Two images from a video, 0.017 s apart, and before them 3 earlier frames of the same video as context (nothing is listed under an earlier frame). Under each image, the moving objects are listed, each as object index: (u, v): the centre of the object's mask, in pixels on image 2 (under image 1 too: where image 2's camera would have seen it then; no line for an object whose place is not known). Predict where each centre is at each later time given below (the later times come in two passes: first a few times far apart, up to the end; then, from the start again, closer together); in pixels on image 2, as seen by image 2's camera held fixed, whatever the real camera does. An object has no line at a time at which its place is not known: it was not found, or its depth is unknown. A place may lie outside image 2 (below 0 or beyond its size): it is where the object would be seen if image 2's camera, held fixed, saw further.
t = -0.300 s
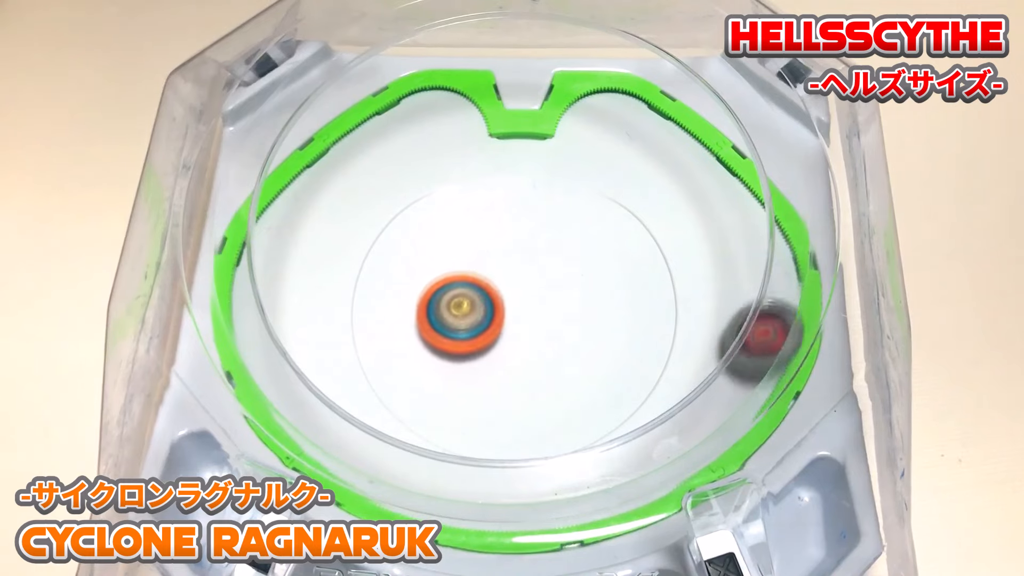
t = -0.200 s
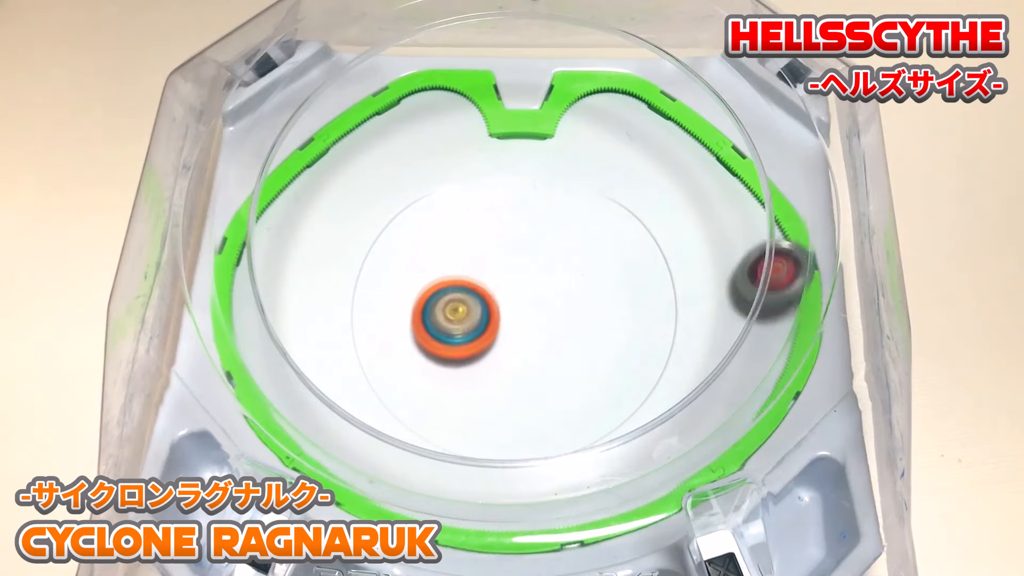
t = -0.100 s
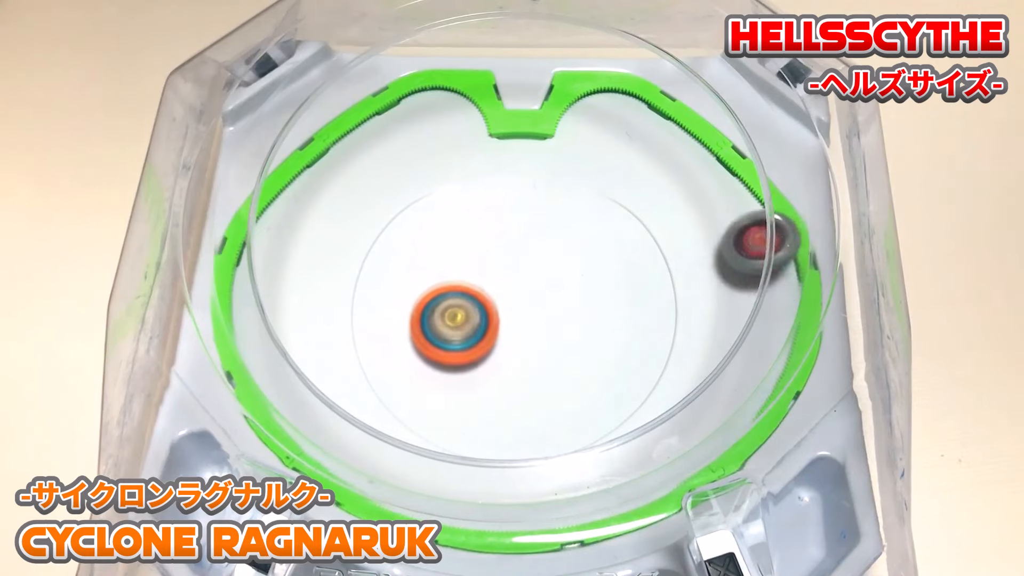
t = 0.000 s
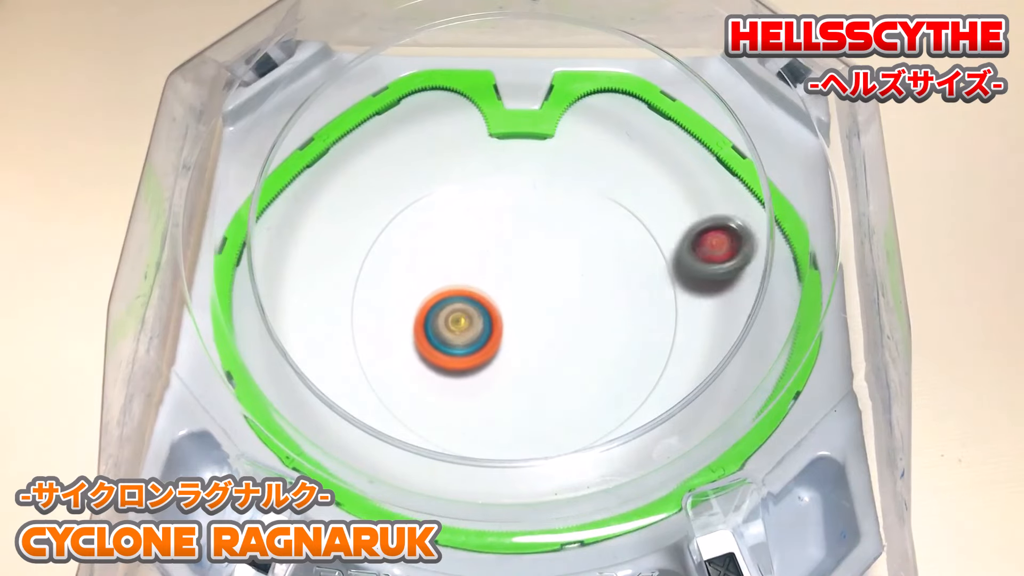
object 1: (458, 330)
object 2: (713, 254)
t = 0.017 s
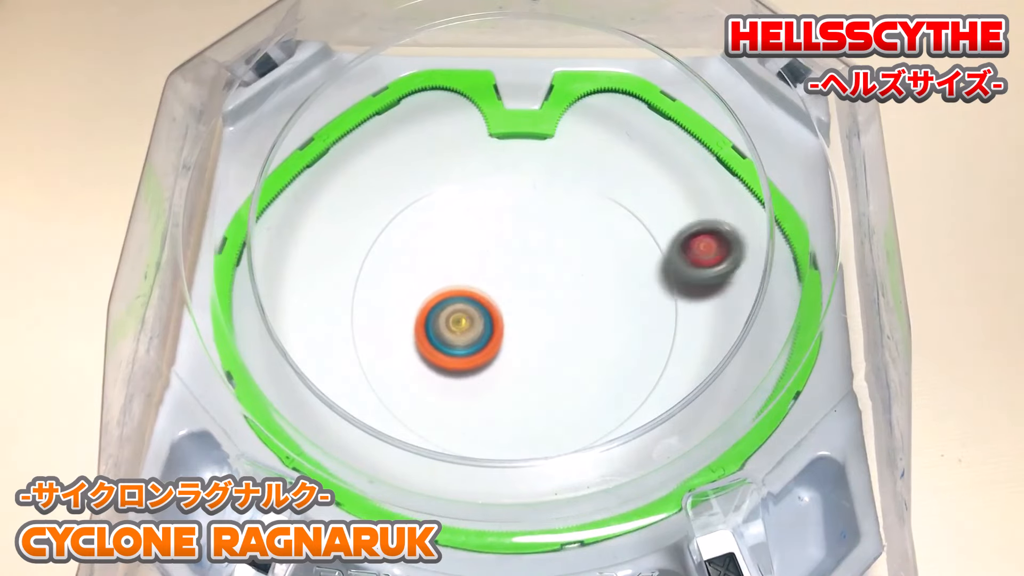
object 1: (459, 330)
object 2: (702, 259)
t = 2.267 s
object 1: (577, 281)
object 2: (427, 342)
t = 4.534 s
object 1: (487, 343)
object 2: (513, 264)
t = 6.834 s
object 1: (531, 334)
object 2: (417, 292)
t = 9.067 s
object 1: (519, 260)
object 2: (462, 331)
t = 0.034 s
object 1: (460, 330)
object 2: (690, 264)
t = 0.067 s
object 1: (462, 331)
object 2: (663, 276)
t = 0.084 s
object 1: (463, 331)
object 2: (649, 283)
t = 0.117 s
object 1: (466, 331)
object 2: (617, 292)
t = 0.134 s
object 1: (467, 331)
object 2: (600, 296)
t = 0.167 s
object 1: (470, 330)
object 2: (566, 301)
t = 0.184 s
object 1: (471, 329)
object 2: (551, 305)
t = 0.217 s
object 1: (439, 323)
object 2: (585, 304)
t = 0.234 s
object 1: (421, 320)
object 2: (614, 297)
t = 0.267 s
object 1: (389, 313)
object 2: (662, 301)
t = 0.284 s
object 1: (376, 309)
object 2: (689, 315)
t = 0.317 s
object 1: (356, 302)
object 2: (740, 328)
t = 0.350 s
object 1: (351, 298)
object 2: (787, 333)
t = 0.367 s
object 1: (351, 298)
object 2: (801, 327)
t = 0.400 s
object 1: (357, 297)
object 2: (811, 324)
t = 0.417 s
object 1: (362, 298)
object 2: (814, 321)
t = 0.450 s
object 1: (373, 299)
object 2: (822, 317)
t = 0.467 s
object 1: (378, 300)
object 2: (826, 313)
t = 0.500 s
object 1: (389, 303)
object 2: (829, 309)
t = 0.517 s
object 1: (395, 304)
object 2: (828, 303)
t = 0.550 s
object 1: (405, 306)
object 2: (817, 300)
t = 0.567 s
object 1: (410, 307)
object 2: (812, 300)
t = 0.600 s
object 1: (420, 307)
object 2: (807, 297)
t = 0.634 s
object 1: (429, 307)
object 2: (804, 297)
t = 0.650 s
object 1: (434, 306)
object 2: (802, 297)
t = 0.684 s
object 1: (444, 304)
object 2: (798, 299)
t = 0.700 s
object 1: (448, 303)
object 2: (796, 298)
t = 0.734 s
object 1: (457, 301)
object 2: (788, 296)
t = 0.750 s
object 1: (461, 300)
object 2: (783, 297)
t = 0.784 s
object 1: (468, 297)
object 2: (775, 299)
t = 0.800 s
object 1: (472, 295)
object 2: (769, 301)
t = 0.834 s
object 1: (479, 291)
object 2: (758, 306)
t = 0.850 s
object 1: (483, 290)
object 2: (753, 310)
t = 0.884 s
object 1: (488, 286)
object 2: (737, 319)
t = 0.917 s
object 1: (492, 282)
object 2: (719, 327)
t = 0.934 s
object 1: (494, 280)
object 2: (710, 331)
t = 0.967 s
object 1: (495, 277)
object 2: (692, 342)
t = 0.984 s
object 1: (495, 275)
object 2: (683, 347)
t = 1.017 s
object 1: (496, 270)
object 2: (664, 356)
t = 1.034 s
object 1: (495, 268)
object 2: (654, 360)
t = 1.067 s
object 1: (494, 264)
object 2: (634, 366)
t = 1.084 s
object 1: (493, 262)
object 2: (625, 367)
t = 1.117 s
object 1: (492, 258)
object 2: (606, 366)
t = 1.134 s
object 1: (491, 256)
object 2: (597, 364)
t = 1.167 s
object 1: (490, 255)
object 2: (578, 361)
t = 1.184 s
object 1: (490, 255)
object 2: (568, 360)
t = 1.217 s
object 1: (490, 255)
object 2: (549, 360)
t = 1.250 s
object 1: (490, 256)
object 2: (529, 362)
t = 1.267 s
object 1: (491, 257)
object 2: (520, 364)
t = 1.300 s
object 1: (492, 258)
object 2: (502, 368)
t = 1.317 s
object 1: (493, 259)
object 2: (493, 371)
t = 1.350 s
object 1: (494, 260)
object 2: (478, 378)
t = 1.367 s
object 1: (495, 262)
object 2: (471, 383)
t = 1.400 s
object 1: (496, 263)
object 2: (460, 392)
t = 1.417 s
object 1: (497, 264)
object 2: (455, 397)
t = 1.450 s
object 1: (498, 267)
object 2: (449, 408)
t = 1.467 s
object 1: (499, 268)
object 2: (447, 413)
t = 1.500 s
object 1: (502, 269)
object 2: (445, 419)
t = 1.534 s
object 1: (503, 272)
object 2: (447, 421)
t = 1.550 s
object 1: (504, 273)
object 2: (449, 421)
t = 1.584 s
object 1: (507, 274)
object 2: (454, 420)
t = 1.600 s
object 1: (508, 275)
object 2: (456, 419)
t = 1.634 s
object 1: (510, 277)
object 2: (461, 415)
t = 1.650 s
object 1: (511, 278)
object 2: (464, 412)
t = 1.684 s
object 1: (514, 280)
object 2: (472, 402)
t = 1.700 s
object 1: (515, 280)
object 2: (475, 396)
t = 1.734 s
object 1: (517, 282)
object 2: (481, 381)
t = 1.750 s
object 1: (518, 282)
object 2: (483, 373)
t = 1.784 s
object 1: (520, 283)
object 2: (484, 355)
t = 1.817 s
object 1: (526, 281)
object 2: (473, 342)
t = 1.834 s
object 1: (531, 276)
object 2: (461, 339)
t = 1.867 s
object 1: (541, 270)
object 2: (436, 339)
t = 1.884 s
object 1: (545, 268)
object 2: (425, 341)
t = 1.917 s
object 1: (550, 266)
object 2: (405, 342)
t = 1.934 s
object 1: (553, 266)
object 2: (397, 343)
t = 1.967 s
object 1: (556, 266)
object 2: (384, 347)
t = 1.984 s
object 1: (557, 267)
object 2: (378, 350)
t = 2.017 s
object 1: (560, 269)
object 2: (369, 355)
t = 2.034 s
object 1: (562, 269)
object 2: (369, 356)
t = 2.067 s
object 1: (564, 271)
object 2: (377, 360)
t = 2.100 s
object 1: (566, 273)
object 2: (388, 361)
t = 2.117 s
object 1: (567, 274)
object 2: (394, 361)
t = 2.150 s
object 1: (570, 276)
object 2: (404, 360)
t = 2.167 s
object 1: (570, 277)
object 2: (408, 359)
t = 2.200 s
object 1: (572, 278)
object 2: (416, 355)
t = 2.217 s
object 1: (573, 279)
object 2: (419, 353)
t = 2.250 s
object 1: (576, 281)
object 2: (425, 346)
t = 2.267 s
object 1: (577, 281)
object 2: (427, 342)
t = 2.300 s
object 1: (579, 283)
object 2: (429, 332)
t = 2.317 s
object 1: (580, 284)
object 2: (430, 326)
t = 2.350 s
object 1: (582, 286)
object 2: (430, 314)
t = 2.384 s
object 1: (585, 287)
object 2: (429, 301)
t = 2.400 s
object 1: (585, 289)
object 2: (428, 295)
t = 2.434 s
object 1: (587, 290)
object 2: (424, 283)
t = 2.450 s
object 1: (588, 291)
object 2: (422, 278)
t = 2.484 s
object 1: (589, 293)
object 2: (419, 270)
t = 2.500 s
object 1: (590, 293)
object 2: (417, 266)
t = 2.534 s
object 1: (590, 295)
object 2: (415, 261)
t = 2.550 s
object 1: (590, 296)
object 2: (414, 259)
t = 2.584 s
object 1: (591, 299)
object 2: (415, 256)
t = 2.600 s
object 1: (590, 300)
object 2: (415, 255)
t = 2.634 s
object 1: (590, 302)
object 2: (418, 254)
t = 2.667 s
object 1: (588, 304)
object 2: (422, 253)
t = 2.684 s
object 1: (587, 306)
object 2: (425, 253)
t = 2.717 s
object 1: (586, 309)
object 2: (432, 253)
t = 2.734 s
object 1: (585, 310)
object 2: (436, 253)
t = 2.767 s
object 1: (584, 313)
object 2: (445, 253)
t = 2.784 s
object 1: (583, 315)
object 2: (450, 253)
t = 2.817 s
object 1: (581, 317)
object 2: (462, 251)
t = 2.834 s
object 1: (580, 319)
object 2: (468, 250)
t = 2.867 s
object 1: (578, 322)
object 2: (481, 247)
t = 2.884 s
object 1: (577, 323)
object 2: (487, 244)
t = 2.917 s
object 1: (575, 327)
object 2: (500, 237)
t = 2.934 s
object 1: (574, 328)
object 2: (506, 234)
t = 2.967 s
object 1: (572, 330)
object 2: (516, 225)
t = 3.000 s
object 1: (570, 333)
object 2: (523, 217)
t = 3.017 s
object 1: (569, 335)
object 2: (526, 212)
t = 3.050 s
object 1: (566, 337)
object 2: (530, 205)
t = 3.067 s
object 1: (565, 338)
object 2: (531, 203)
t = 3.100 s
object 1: (562, 341)
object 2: (532, 199)
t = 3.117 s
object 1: (562, 342)
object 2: (532, 198)
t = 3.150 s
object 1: (559, 345)
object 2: (531, 198)
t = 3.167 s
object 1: (558, 345)
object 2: (530, 199)
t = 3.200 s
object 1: (556, 348)
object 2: (528, 202)
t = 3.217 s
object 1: (555, 349)
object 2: (528, 205)
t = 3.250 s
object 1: (553, 350)
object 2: (528, 212)
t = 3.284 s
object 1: (550, 352)
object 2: (528, 222)
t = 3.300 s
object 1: (549, 353)
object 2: (528, 228)
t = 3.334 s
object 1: (547, 355)
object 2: (531, 240)
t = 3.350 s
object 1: (546, 356)
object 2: (533, 247)
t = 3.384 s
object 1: (543, 357)
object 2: (540, 260)
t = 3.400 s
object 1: (542, 358)
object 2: (544, 267)
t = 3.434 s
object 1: (540, 359)
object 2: (555, 278)
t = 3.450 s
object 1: (539, 360)
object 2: (561, 283)
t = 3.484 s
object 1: (536, 362)
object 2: (575, 291)
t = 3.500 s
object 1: (534, 363)
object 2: (583, 294)
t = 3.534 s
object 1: (532, 364)
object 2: (597, 298)
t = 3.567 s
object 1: (530, 364)
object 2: (610, 297)
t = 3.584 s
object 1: (528, 365)
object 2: (616, 296)
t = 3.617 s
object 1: (526, 365)
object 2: (624, 291)
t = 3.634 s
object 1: (525, 365)
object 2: (627, 288)
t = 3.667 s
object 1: (522, 366)
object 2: (628, 281)
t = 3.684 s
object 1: (521, 366)
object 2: (626, 278)
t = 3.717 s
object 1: (519, 366)
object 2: (619, 273)
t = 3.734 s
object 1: (517, 366)
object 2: (614, 271)
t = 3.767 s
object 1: (515, 366)
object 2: (603, 271)
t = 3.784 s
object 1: (513, 366)
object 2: (596, 272)
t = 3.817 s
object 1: (511, 366)
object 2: (581, 278)
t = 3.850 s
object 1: (509, 366)
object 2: (566, 287)
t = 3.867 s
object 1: (507, 365)
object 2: (559, 292)
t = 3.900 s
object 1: (504, 366)
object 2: (549, 301)
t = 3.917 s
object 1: (497, 370)
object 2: (552, 298)
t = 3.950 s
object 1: (484, 376)
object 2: (564, 289)
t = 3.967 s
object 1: (479, 378)
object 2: (570, 286)
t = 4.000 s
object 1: (472, 380)
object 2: (578, 280)
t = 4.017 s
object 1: (471, 380)
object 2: (581, 277)
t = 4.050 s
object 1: (468, 380)
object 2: (586, 268)
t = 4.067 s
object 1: (467, 380)
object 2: (588, 262)
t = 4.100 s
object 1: (467, 378)
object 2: (589, 249)
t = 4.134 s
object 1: (468, 376)
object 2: (587, 235)
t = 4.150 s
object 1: (469, 375)
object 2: (584, 230)
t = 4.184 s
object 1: (471, 371)
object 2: (574, 218)
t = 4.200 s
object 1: (472, 369)
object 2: (567, 214)
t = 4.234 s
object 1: (474, 366)
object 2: (552, 211)
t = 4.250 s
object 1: (475, 364)
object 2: (545, 211)
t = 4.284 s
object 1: (477, 359)
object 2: (528, 216)
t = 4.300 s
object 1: (478, 357)
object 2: (521, 220)
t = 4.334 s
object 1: (481, 352)
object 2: (508, 231)
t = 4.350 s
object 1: (482, 349)
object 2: (502, 239)
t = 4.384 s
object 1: (485, 345)
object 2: (494, 254)
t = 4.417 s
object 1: (487, 342)
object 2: (489, 267)
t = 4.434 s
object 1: (486, 343)
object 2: (492, 265)
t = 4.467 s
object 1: (486, 347)
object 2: (498, 267)
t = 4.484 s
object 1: (486, 346)
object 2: (501, 266)
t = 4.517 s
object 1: (486, 345)
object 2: (509, 265)
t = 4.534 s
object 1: (487, 343)
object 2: (513, 264)
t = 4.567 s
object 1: (487, 338)
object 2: (519, 263)
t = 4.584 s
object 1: (487, 337)
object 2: (521, 263)
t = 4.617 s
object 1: (488, 333)
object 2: (524, 260)
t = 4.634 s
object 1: (489, 331)
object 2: (525, 259)
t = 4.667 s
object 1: (490, 327)
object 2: (527, 257)
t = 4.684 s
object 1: (491, 324)
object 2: (528, 257)
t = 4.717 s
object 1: (492, 321)
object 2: (531, 255)
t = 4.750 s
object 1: (492, 318)
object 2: (537, 252)
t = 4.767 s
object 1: (492, 317)
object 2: (539, 249)
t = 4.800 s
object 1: (492, 315)
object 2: (543, 245)
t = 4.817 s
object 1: (492, 314)
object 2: (543, 243)
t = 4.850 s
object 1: (490, 313)
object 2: (545, 238)
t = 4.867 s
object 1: (490, 312)
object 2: (544, 237)
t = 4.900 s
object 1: (488, 310)
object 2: (543, 236)
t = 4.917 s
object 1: (488, 310)
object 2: (543, 236)
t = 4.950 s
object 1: (487, 308)
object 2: (541, 236)
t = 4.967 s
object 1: (486, 308)
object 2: (539, 237)
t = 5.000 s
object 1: (485, 307)
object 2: (537, 241)
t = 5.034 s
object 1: (484, 306)
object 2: (535, 245)
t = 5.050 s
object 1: (483, 306)
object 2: (535, 248)
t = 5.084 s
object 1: (479, 306)
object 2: (540, 251)
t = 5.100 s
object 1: (477, 306)
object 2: (544, 251)
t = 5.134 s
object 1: (475, 304)
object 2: (555, 250)
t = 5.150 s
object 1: (474, 304)
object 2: (560, 250)
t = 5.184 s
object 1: (472, 302)
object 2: (569, 248)
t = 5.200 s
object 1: (470, 301)
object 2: (572, 246)
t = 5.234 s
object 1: (470, 299)
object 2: (576, 245)
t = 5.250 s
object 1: (470, 299)
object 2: (577, 245)
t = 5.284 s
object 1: (472, 299)
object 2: (578, 245)
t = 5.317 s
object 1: (474, 299)
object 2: (578, 246)
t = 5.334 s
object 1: (475, 299)
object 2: (577, 247)
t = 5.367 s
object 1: (477, 298)
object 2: (575, 251)
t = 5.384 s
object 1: (479, 299)
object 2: (573, 253)
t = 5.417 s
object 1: (483, 299)
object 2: (570, 259)
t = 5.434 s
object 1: (485, 299)
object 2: (569, 263)
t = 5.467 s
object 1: (489, 299)
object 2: (567, 272)
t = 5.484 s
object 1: (490, 299)
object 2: (566, 277)
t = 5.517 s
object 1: (486, 297)
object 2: (583, 288)
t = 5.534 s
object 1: (484, 296)
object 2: (593, 295)
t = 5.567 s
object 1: (484, 292)
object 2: (607, 305)
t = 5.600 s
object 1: (484, 287)
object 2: (616, 315)
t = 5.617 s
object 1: (485, 285)
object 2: (619, 319)
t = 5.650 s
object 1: (487, 280)
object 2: (625, 325)
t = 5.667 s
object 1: (488, 279)
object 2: (628, 327)
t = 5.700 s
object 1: (490, 276)
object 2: (634, 330)
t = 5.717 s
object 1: (491, 276)
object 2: (637, 332)
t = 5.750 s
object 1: (495, 276)
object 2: (644, 336)
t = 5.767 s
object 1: (496, 276)
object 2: (647, 338)
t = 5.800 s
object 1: (500, 277)
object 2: (653, 345)
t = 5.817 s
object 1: (501, 278)
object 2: (653, 347)
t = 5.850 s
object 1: (505, 279)
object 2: (645, 348)
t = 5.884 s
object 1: (509, 282)
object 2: (638, 348)
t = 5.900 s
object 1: (510, 282)
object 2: (634, 349)
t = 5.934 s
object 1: (513, 284)
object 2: (627, 351)
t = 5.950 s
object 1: (514, 284)
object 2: (623, 353)
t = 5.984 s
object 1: (517, 287)
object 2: (613, 357)
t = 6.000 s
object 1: (519, 287)
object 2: (609, 360)
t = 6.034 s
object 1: (521, 290)
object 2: (597, 367)
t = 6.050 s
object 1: (523, 291)
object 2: (591, 370)
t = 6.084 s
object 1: (525, 294)
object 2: (579, 377)
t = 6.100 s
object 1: (526, 295)
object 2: (573, 381)
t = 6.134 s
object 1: (528, 297)
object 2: (560, 388)
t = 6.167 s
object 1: (530, 300)
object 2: (547, 394)
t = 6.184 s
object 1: (530, 301)
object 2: (541, 398)
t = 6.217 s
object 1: (532, 303)
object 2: (528, 403)
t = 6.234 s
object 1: (532, 304)
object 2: (523, 405)
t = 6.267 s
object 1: (533, 306)
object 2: (511, 410)
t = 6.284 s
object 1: (533, 307)
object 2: (505, 412)
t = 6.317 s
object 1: (534, 309)
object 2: (494, 416)
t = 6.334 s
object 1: (534, 310)
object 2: (488, 417)
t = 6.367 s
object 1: (534, 311)
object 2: (479, 418)
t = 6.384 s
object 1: (534, 312)
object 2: (475, 418)
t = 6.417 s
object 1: (534, 313)
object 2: (470, 416)
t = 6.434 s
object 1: (533, 314)
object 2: (467, 415)
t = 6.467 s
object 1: (533, 315)
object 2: (463, 410)
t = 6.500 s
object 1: (532, 317)
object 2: (458, 404)
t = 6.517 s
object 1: (531, 317)
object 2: (456, 400)
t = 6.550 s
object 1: (531, 319)
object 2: (452, 391)
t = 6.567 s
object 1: (531, 319)
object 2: (450, 387)
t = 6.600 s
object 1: (531, 321)
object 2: (447, 376)
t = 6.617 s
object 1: (530, 321)
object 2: (445, 370)
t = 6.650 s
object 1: (531, 323)
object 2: (440, 358)
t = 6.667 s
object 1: (530, 323)
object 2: (438, 352)
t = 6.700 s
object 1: (531, 325)
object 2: (433, 339)
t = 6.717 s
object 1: (531, 326)
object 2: (431, 333)
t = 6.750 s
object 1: (531, 328)
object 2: (427, 321)
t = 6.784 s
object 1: (531, 330)
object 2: (423, 309)
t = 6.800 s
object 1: (531, 332)
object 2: (421, 303)
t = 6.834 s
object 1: (531, 334)
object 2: (417, 292)
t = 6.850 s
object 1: (531, 335)
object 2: (416, 286)
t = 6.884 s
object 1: (530, 337)
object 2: (412, 275)
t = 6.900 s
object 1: (530, 339)
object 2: (411, 271)
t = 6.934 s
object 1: (530, 341)
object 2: (408, 261)
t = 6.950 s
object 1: (530, 343)
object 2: (407, 257)
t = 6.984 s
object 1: (529, 345)
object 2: (407, 249)
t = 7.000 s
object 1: (529, 346)
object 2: (407, 246)
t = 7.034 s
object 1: (527, 348)
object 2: (408, 242)
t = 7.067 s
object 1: (527, 350)
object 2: (412, 239)
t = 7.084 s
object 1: (526, 351)
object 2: (414, 238)
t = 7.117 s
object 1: (526, 352)
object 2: (421, 237)
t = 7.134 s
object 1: (525, 353)
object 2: (424, 237)
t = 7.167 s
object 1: (524, 355)
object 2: (433, 237)
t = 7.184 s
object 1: (523, 356)
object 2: (438, 236)
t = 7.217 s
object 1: (522, 358)
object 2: (450, 235)
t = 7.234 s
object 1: (521, 359)
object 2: (456, 235)
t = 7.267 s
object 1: (520, 360)
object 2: (470, 235)
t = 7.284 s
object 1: (520, 362)
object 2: (476, 234)
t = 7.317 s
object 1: (518, 363)
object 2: (490, 232)
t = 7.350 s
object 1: (517, 365)
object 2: (503, 230)
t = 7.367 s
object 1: (516, 365)
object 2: (509, 229)
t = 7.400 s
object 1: (515, 366)
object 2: (522, 226)
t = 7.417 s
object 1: (514, 366)
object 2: (528, 225)
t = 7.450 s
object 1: (513, 367)
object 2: (539, 223)
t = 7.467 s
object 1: (512, 368)
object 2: (545, 221)
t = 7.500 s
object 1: (510, 369)
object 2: (556, 218)
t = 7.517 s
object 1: (509, 369)
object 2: (561, 217)
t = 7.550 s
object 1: (508, 369)
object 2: (570, 215)
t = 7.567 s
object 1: (506, 370)
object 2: (573, 214)
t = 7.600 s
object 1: (505, 369)
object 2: (577, 213)
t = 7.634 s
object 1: (503, 369)
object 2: (577, 214)
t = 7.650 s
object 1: (502, 369)
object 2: (577, 215)
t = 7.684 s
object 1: (500, 369)
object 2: (576, 219)
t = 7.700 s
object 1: (499, 368)
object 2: (575, 223)
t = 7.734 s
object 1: (497, 367)
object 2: (575, 232)
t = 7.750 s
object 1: (496, 367)
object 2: (575, 238)
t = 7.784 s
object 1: (494, 365)
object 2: (574, 250)
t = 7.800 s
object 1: (493, 365)
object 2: (574, 256)
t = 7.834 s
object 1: (491, 363)
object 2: (575, 269)
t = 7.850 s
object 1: (490, 362)
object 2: (576, 275)
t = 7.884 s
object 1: (488, 359)
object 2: (577, 288)
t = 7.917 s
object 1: (487, 357)
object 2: (579, 300)
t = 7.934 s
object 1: (486, 355)
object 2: (580, 306)
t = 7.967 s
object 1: (485, 353)
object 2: (582, 318)
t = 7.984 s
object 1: (484, 351)
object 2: (583, 323)
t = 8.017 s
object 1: (483, 348)
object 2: (586, 334)
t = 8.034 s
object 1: (482, 347)
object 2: (587, 340)
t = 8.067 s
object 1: (482, 343)
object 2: (589, 350)
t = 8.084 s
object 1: (481, 342)
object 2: (590, 355)
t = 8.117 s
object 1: (480, 338)
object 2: (593, 364)
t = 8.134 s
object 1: (480, 337)
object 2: (594, 368)
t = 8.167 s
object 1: (479, 334)
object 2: (594, 373)
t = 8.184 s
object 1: (479, 333)
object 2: (595, 374)
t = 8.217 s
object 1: (479, 329)
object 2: (593, 376)
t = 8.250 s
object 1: (479, 325)
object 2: (591, 376)
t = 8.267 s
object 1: (478, 324)
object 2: (588, 376)
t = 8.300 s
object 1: (478, 321)
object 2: (583, 375)
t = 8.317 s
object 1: (478, 320)
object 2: (579, 374)
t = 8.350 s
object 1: (478, 316)
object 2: (569, 371)
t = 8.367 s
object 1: (479, 315)
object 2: (564, 370)
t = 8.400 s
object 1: (479, 311)
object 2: (552, 367)
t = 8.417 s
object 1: (479, 310)
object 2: (546, 366)
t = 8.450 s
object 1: (479, 306)
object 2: (533, 364)
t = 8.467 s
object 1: (479, 304)
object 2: (526, 363)
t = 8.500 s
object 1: (479, 299)
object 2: (515, 367)
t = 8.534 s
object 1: (480, 293)
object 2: (505, 373)
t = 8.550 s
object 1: (480, 292)
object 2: (501, 376)
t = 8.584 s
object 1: (481, 288)
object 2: (496, 381)
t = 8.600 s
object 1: (482, 287)
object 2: (493, 384)
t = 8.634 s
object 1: (483, 284)
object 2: (489, 391)
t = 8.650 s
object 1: (484, 282)
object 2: (488, 394)
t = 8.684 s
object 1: (486, 280)
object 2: (486, 398)
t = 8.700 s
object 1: (487, 279)
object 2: (486, 399)
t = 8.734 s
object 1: (489, 276)
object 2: (487, 400)
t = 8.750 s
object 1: (490, 275)
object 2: (487, 399)
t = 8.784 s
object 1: (493, 273)
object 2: (489, 396)
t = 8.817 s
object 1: (495, 272)
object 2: (490, 390)
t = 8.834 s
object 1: (496, 271)
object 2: (491, 386)
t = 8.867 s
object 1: (499, 270)
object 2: (492, 378)
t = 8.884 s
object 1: (500, 269)
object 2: (492, 372)
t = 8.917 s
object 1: (503, 268)
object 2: (490, 360)
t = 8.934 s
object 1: (504, 268)
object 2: (489, 354)
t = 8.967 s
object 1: (507, 267)
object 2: (486, 342)
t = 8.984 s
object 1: (508, 266)
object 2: (485, 337)
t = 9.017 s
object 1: (513, 263)
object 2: (477, 332)
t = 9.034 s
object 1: (516, 262)
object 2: (472, 332)
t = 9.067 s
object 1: (519, 260)
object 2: (462, 331)
